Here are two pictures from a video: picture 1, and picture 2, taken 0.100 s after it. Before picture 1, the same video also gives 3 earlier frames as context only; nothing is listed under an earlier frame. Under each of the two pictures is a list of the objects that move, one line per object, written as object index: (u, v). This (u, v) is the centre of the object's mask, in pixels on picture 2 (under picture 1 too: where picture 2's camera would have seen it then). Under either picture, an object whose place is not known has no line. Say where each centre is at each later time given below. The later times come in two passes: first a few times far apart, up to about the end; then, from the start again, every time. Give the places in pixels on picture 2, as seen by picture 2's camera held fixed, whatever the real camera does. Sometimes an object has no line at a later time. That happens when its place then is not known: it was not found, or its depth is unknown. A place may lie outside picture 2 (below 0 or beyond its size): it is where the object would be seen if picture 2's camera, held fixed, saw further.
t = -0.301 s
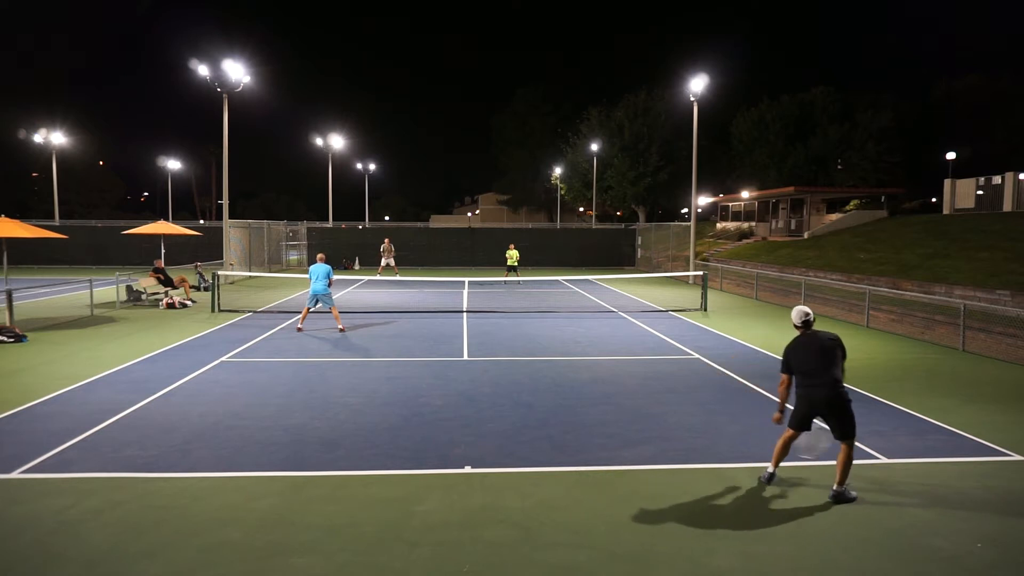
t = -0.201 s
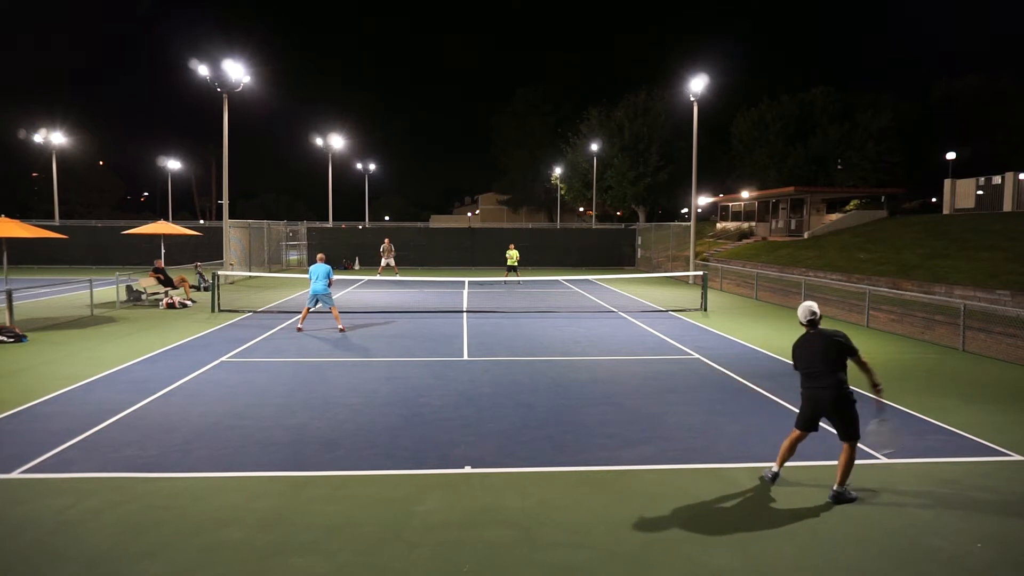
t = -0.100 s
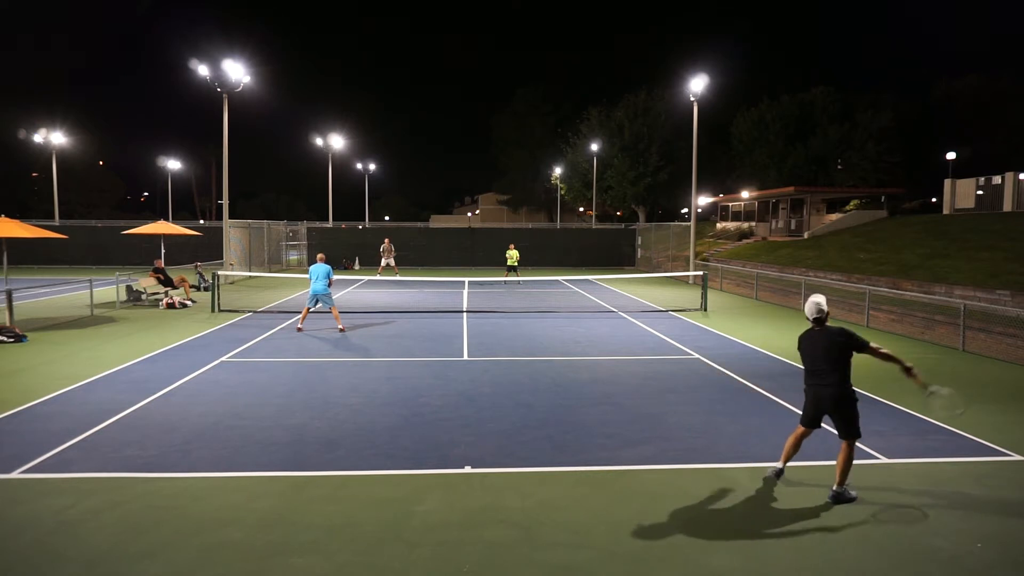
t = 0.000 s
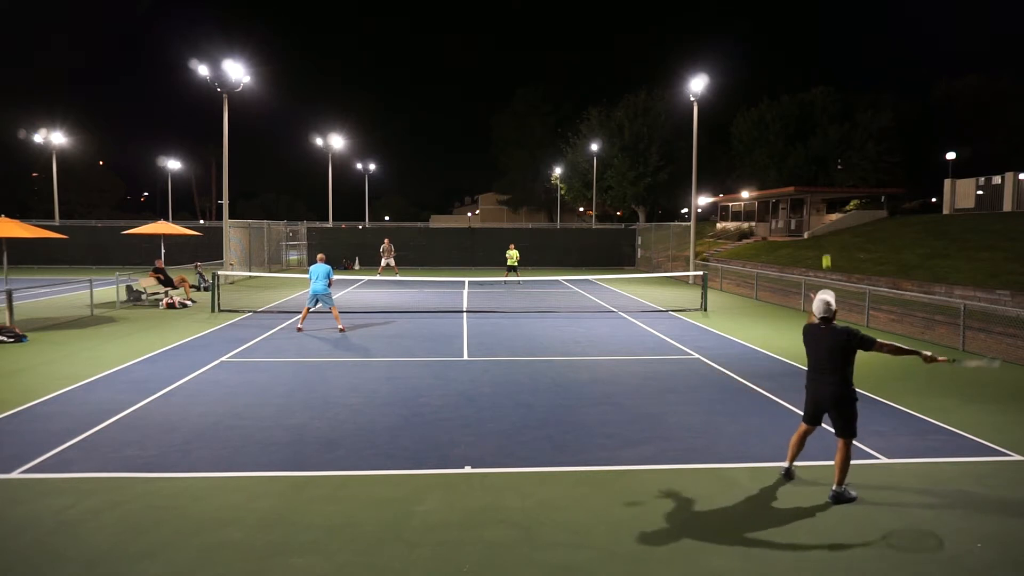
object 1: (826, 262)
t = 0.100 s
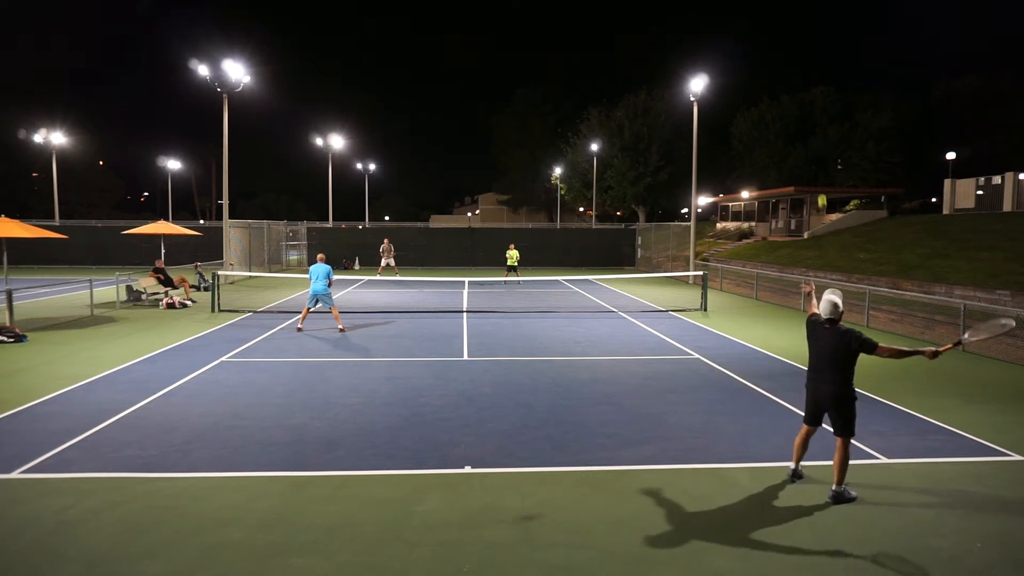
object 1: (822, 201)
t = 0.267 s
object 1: (813, 125)
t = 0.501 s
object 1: (800, 69)
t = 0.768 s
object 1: (783, 77)
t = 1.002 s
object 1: (766, 142)
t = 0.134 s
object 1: (820, 183)
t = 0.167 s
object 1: (819, 167)
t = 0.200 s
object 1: (817, 151)
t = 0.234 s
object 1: (815, 138)
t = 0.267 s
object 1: (813, 125)
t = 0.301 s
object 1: (812, 113)
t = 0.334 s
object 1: (810, 103)
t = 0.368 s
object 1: (807, 93)
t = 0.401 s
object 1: (806, 86)
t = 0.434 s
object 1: (804, 79)
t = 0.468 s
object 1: (802, 74)
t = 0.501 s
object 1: (800, 69)
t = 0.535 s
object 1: (798, 66)
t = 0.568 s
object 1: (796, 64)
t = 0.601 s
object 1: (794, 63)
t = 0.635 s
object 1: (792, 64)
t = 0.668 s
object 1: (789, 65)
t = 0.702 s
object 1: (787, 68)
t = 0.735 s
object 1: (785, 72)
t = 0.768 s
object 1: (783, 77)
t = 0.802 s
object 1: (780, 83)
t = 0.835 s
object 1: (778, 90)
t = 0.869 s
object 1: (775, 98)
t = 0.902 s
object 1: (773, 108)
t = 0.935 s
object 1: (770, 118)
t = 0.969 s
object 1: (768, 130)
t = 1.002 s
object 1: (766, 142)
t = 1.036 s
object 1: (763, 155)
